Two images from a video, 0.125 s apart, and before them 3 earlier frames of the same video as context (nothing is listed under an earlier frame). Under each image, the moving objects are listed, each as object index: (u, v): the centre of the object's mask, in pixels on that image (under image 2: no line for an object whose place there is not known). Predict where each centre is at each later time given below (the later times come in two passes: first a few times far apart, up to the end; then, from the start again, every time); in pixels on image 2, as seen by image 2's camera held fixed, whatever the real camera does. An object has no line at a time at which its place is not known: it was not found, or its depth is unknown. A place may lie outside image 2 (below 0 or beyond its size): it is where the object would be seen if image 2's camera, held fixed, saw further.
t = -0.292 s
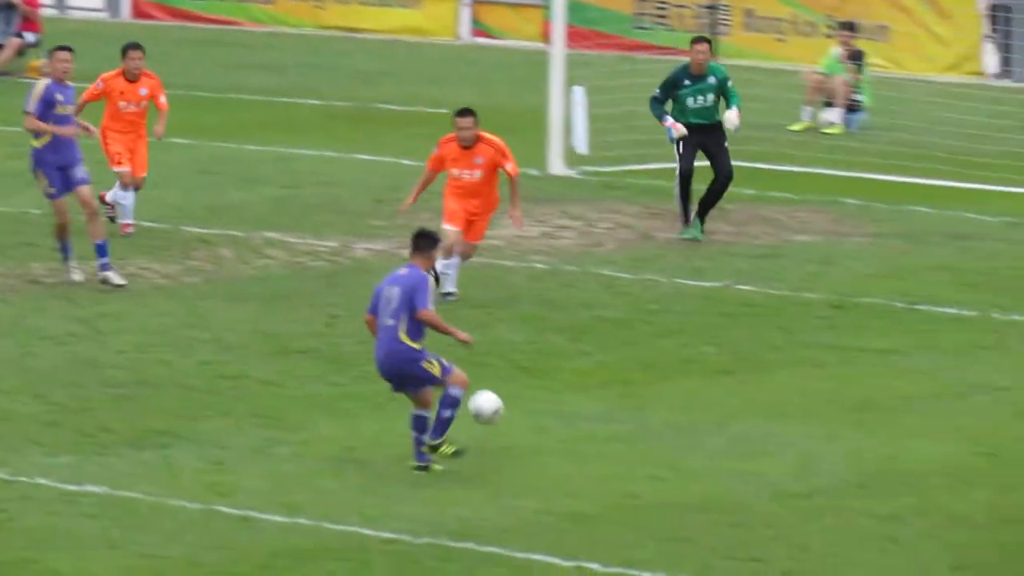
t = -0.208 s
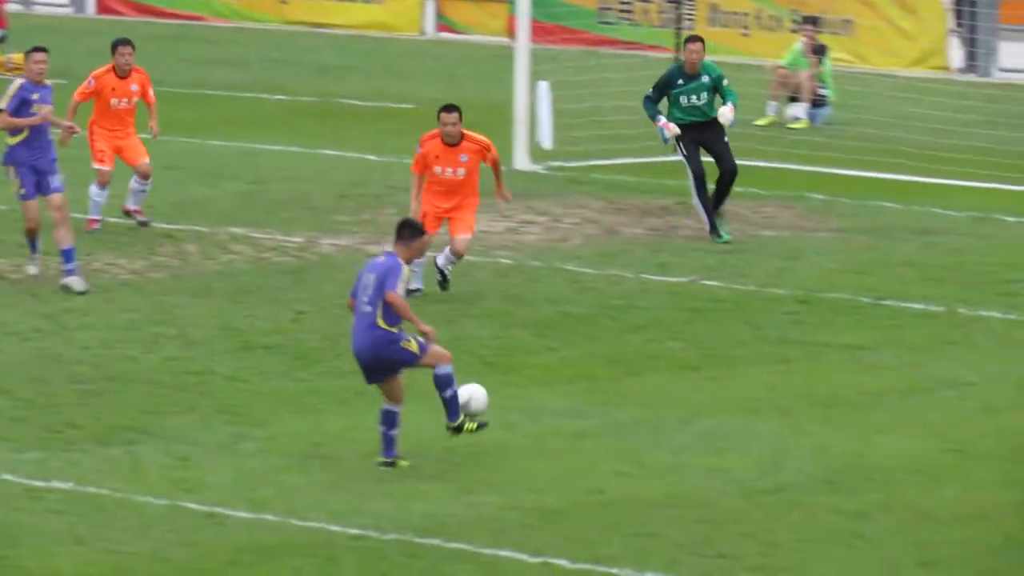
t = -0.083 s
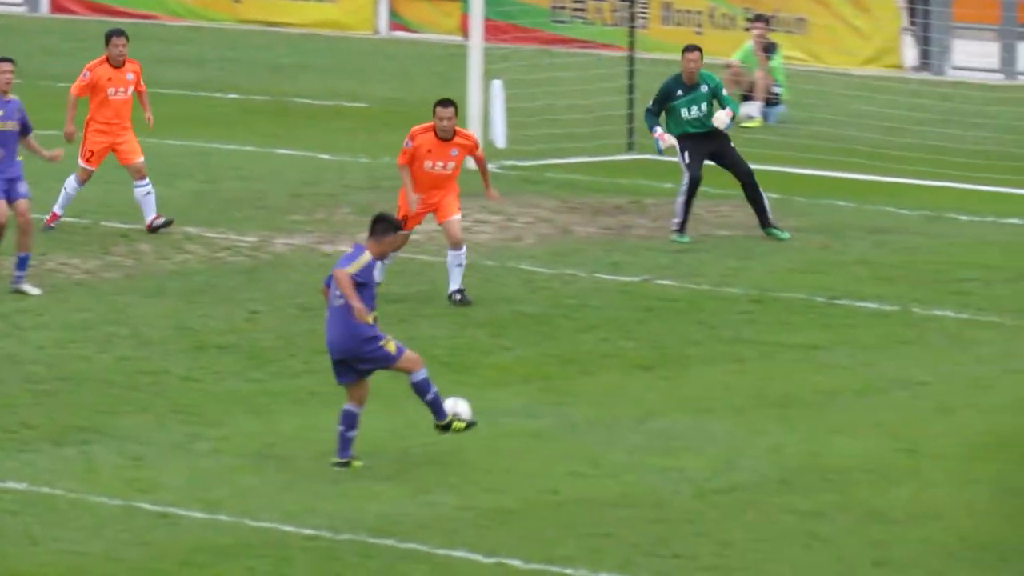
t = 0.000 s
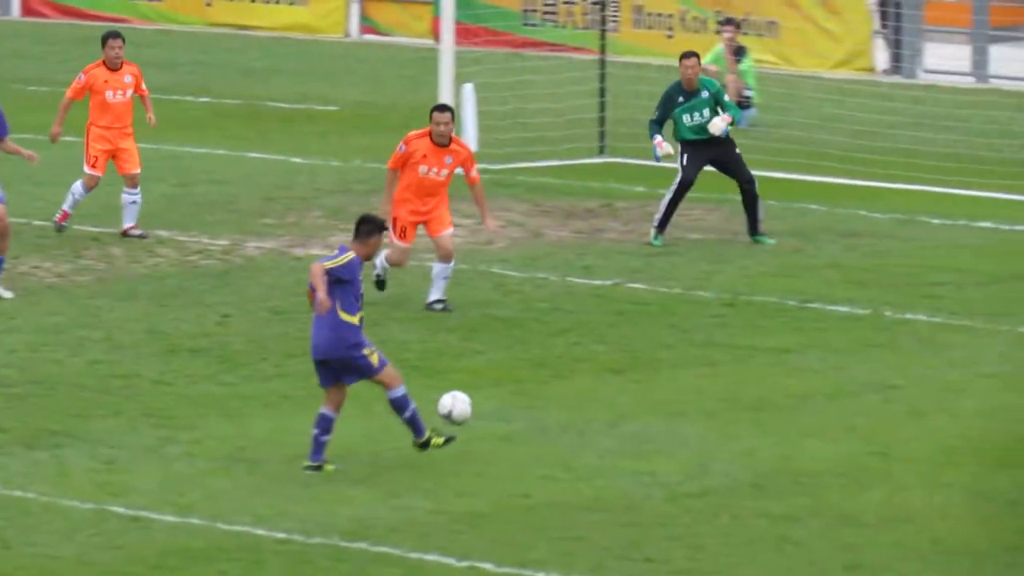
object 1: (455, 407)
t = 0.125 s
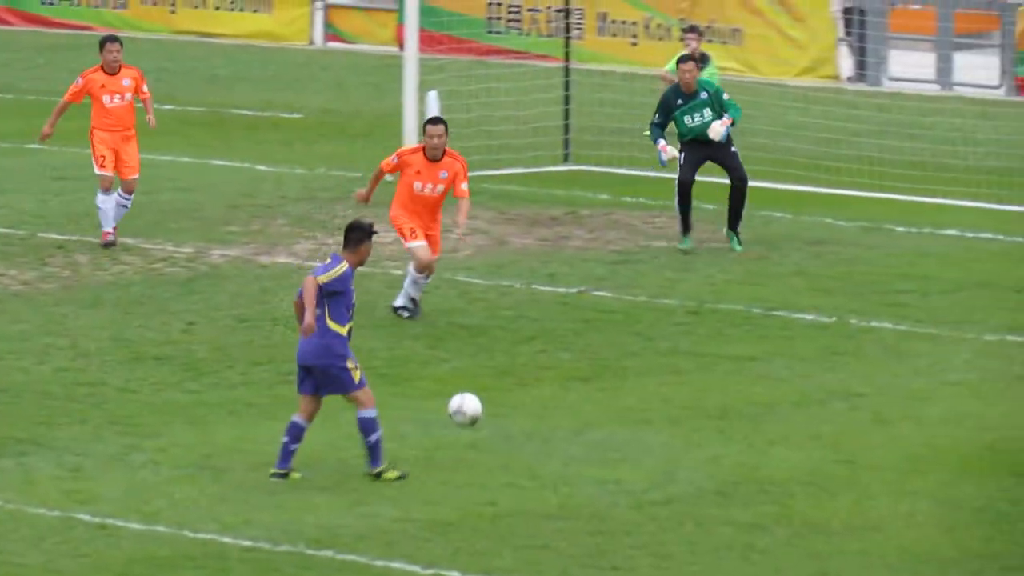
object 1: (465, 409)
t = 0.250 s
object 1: (509, 426)
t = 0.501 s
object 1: (574, 419)
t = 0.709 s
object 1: (623, 435)
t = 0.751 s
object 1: (633, 434)
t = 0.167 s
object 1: (480, 412)
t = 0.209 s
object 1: (494, 417)
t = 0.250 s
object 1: (509, 426)
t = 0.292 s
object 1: (525, 437)
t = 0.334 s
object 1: (537, 440)
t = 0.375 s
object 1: (546, 431)
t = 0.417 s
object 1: (556, 425)
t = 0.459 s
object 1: (565, 421)
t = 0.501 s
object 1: (574, 419)
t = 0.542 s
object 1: (584, 421)
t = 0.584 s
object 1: (593, 425)
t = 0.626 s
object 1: (603, 431)
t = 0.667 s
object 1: (613, 439)
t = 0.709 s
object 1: (623, 435)
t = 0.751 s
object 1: (633, 434)
